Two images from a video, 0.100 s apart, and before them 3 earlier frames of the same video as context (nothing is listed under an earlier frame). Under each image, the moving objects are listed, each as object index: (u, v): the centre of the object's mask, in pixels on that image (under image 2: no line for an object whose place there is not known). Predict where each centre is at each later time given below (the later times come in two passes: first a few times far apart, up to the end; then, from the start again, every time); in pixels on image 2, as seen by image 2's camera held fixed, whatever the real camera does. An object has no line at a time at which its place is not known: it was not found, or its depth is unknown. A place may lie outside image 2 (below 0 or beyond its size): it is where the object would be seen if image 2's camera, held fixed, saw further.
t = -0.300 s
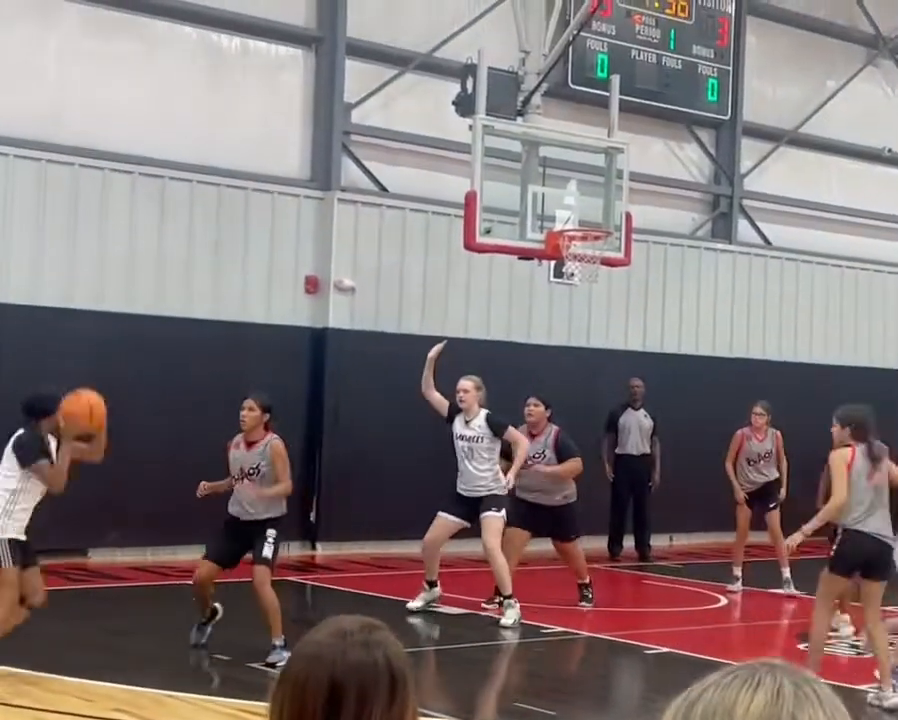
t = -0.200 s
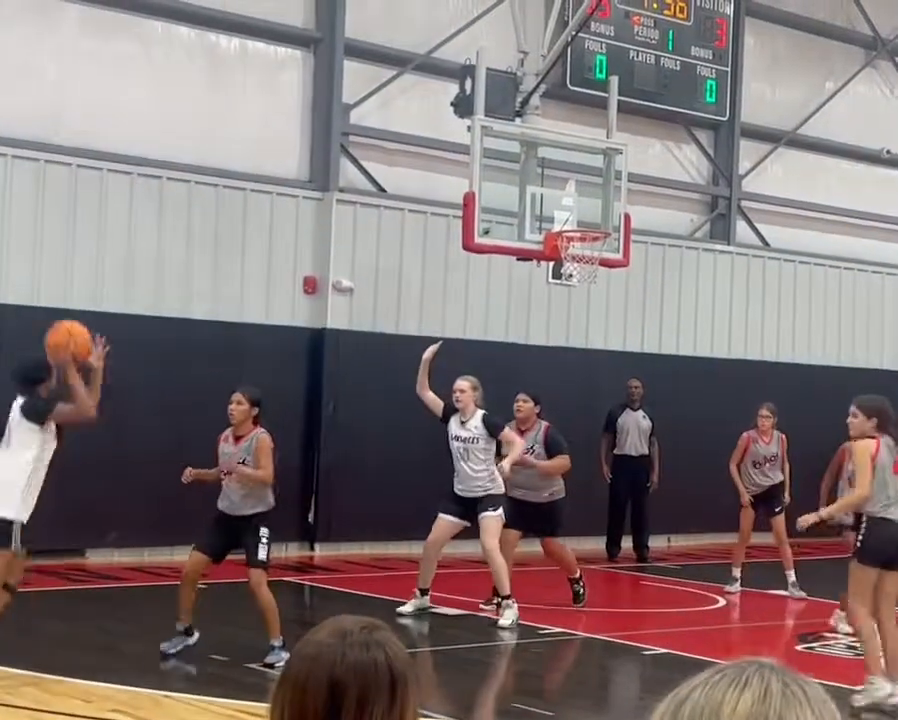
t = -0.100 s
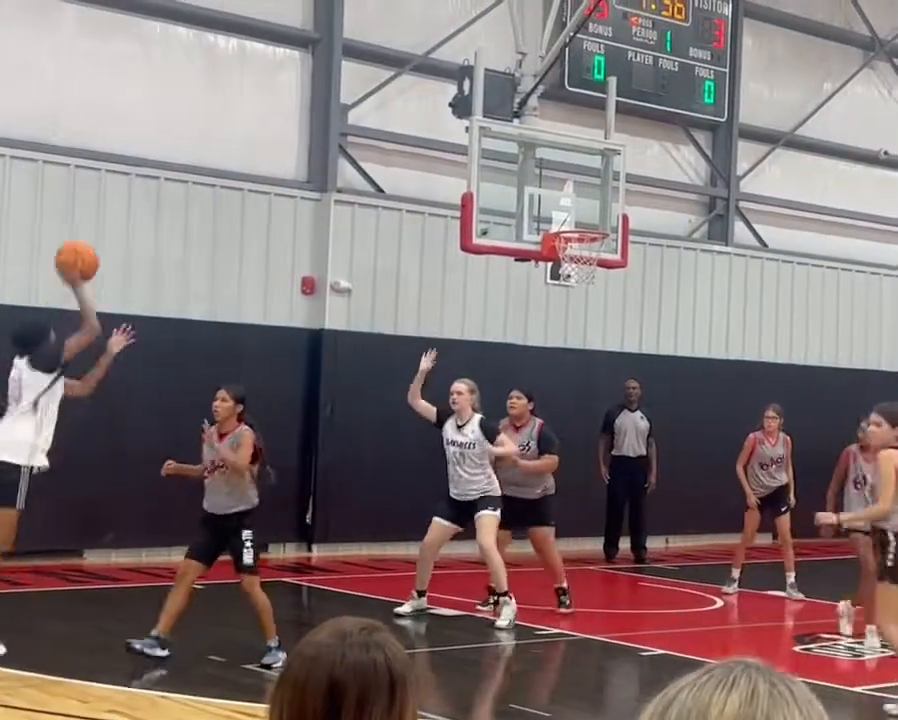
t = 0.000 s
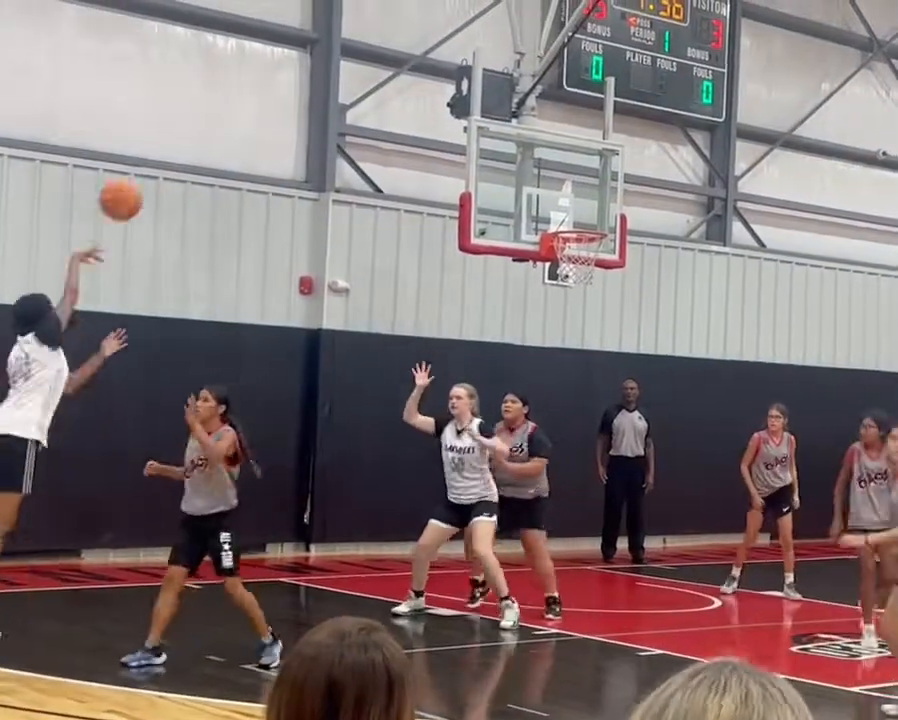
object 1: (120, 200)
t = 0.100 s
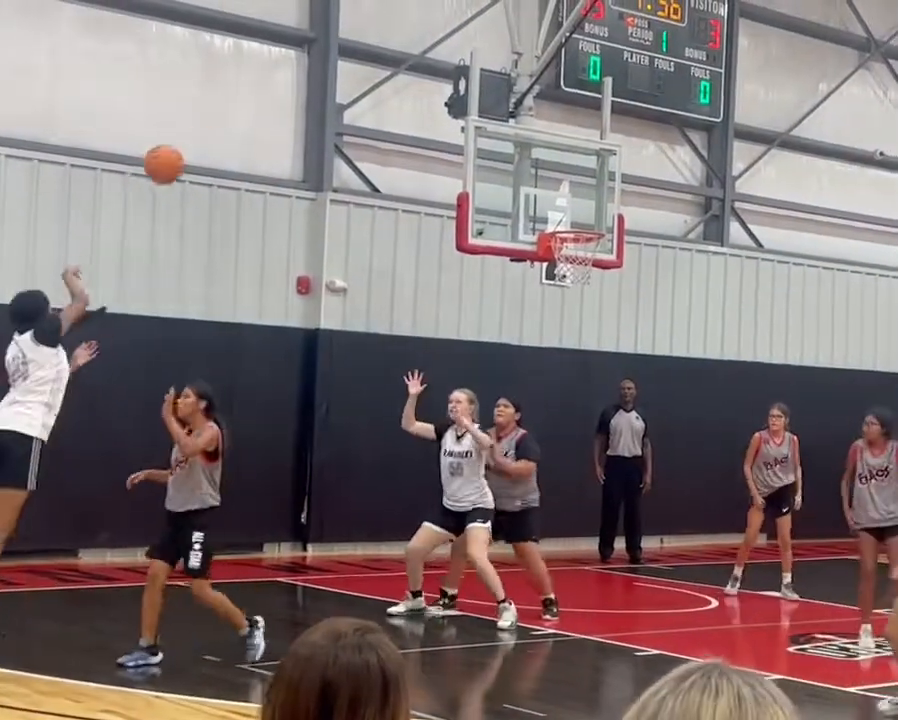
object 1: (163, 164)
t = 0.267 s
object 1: (230, 146)
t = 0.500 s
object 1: (307, 190)
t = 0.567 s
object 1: (326, 217)
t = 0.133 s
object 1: (178, 156)
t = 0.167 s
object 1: (191, 151)
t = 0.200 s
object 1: (205, 147)
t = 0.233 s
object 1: (218, 146)
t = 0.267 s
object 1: (230, 146)
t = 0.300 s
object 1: (242, 147)
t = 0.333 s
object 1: (253, 151)
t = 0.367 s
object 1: (265, 156)
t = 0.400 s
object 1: (276, 162)
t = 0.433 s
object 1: (285, 170)
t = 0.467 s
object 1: (297, 179)
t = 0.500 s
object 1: (307, 190)
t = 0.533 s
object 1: (316, 203)
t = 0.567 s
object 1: (326, 217)
